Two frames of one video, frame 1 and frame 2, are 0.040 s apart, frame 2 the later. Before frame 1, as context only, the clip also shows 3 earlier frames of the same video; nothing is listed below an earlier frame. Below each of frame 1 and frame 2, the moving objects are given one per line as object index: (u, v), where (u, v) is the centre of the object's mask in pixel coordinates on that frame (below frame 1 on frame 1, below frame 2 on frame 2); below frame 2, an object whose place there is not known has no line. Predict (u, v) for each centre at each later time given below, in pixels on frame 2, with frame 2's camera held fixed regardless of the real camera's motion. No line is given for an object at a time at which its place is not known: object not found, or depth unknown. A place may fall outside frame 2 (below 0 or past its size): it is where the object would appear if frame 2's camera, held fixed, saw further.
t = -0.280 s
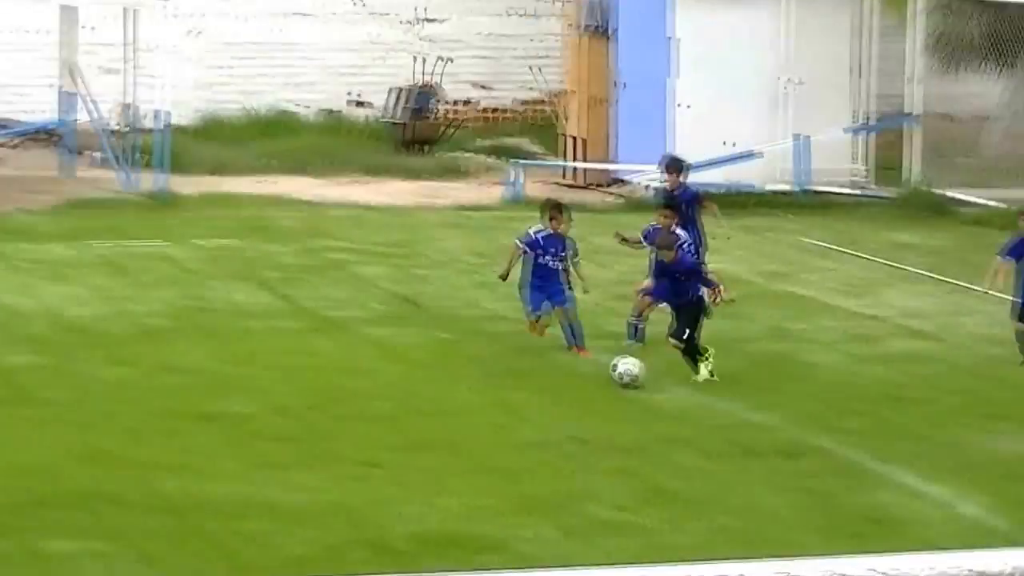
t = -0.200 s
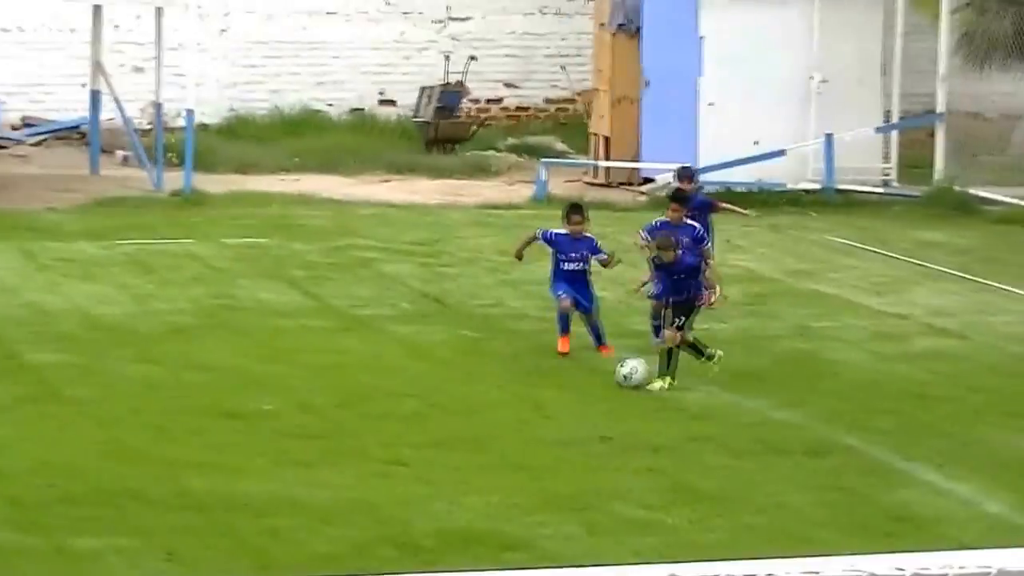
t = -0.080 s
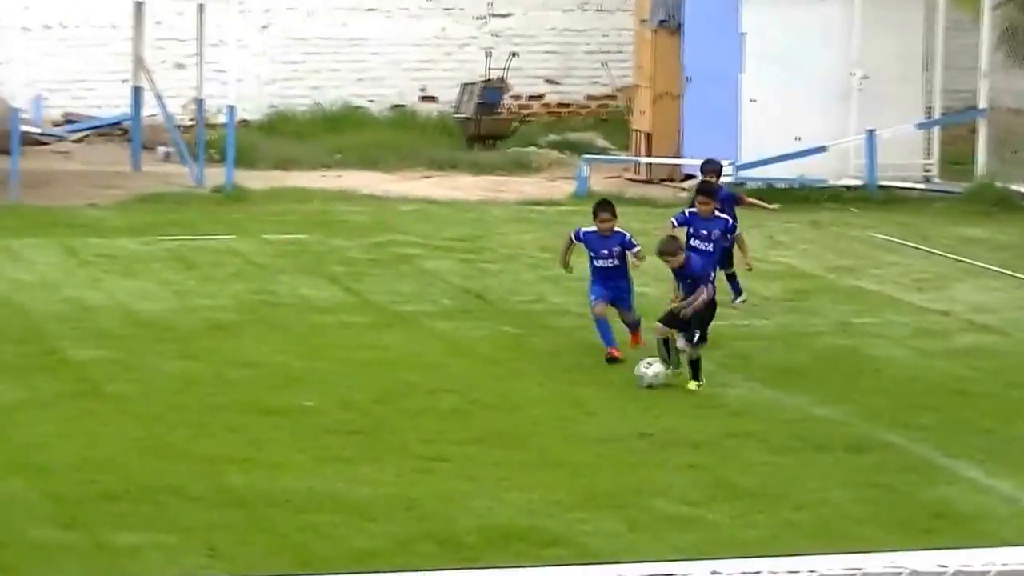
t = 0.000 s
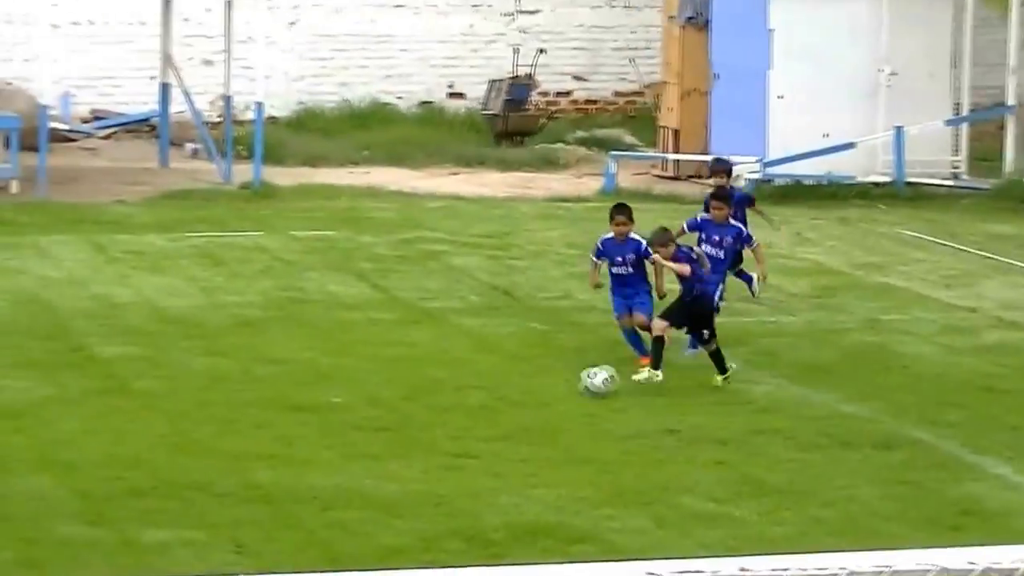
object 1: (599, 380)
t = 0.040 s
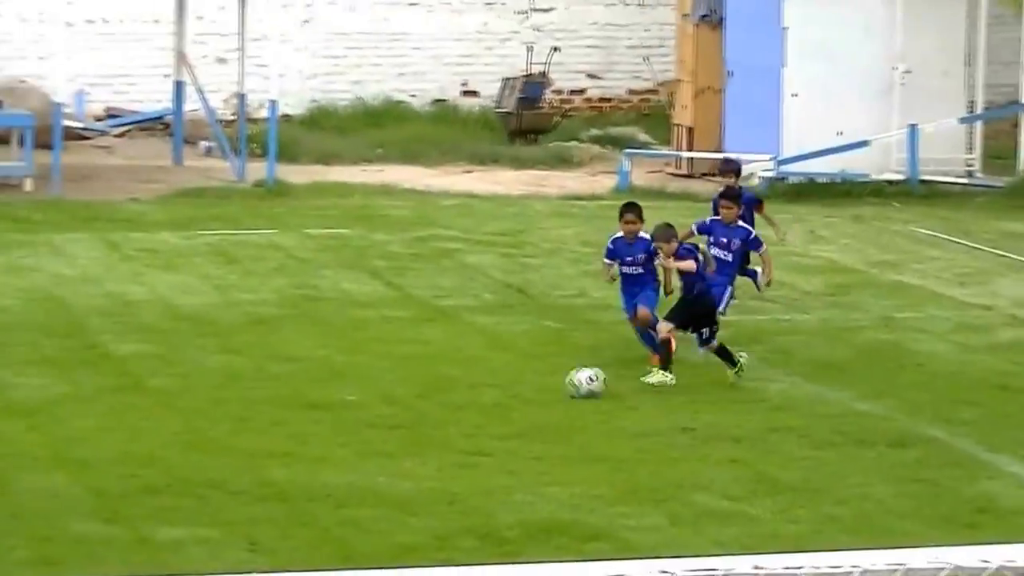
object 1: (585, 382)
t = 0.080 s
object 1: (561, 385)
